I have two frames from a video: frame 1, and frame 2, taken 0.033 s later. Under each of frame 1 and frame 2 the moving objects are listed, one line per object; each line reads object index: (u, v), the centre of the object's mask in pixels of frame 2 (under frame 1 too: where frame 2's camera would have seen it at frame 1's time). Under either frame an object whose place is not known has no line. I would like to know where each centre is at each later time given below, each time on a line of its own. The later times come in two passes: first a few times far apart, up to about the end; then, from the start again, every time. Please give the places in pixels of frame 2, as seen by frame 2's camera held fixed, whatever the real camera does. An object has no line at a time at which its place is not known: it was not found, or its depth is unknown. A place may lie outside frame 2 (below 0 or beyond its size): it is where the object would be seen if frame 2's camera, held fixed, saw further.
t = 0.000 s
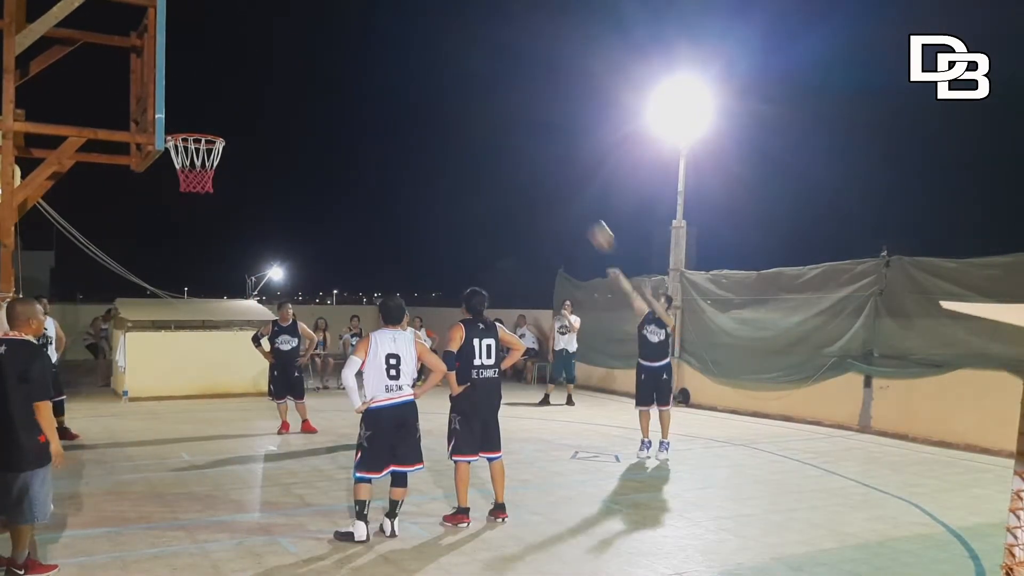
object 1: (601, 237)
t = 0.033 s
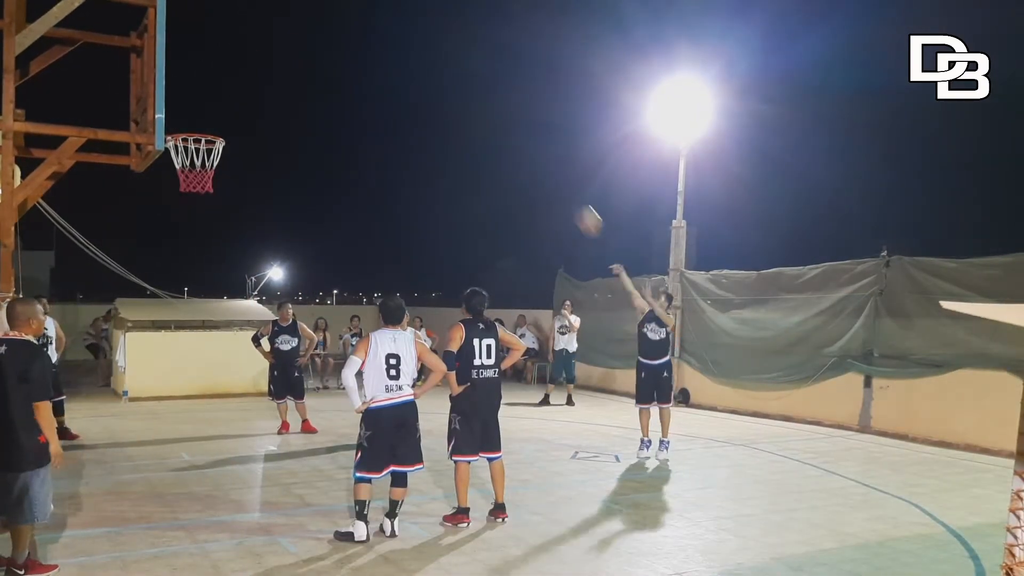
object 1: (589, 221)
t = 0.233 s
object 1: (509, 145)
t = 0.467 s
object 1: (407, 96)
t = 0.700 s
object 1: (292, 100)
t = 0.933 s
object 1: (204, 110)
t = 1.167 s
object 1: (179, 107)
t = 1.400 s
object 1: (205, 122)
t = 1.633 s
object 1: (202, 132)
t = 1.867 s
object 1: (179, 161)
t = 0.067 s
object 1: (576, 207)
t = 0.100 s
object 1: (563, 192)
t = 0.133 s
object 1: (550, 179)
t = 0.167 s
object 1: (537, 167)
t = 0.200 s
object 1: (523, 155)
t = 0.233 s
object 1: (509, 145)
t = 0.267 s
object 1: (495, 135)
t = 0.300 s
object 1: (481, 125)
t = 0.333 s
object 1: (467, 118)
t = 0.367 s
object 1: (452, 111)
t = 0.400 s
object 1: (437, 105)
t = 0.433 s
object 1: (422, 100)
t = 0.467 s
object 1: (407, 96)
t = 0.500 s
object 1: (391, 93)
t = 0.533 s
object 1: (376, 91)
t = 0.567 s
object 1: (359, 91)
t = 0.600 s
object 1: (343, 92)
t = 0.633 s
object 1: (326, 93)
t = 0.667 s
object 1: (309, 96)
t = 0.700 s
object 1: (292, 100)
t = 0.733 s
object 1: (274, 106)
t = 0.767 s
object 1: (257, 113)
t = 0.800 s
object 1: (238, 121)
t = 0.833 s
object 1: (223, 126)
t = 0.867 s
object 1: (217, 120)
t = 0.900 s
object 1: (210, 114)
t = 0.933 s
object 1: (204, 110)
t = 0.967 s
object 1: (197, 106)
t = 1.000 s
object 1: (191, 104)
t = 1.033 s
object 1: (185, 103)
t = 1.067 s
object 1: (179, 103)
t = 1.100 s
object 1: (176, 105)
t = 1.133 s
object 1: (176, 106)
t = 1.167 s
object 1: (179, 107)
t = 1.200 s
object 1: (183, 110)
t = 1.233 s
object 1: (188, 114)
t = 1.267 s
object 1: (193, 119)
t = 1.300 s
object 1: (197, 121)
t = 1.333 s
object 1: (199, 121)
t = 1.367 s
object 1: (202, 121)
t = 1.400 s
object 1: (205, 122)
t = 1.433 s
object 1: (208, 124)
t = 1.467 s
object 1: (211, 127)
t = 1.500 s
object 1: (212, 129)
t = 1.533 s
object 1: (210, 129)
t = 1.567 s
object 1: (208, 130)
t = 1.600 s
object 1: (206, 131)
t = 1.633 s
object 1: (202, 132)
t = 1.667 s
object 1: (201, 136)
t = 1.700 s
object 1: (199, 137)
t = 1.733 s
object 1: (195, 138)
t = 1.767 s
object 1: (195, 144)
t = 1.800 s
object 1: (192, 149)
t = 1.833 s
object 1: (181, 156)
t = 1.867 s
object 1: (179, 161)
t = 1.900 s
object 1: (178, 170)
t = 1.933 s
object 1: (177, 174)
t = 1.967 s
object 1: (176, 177)
